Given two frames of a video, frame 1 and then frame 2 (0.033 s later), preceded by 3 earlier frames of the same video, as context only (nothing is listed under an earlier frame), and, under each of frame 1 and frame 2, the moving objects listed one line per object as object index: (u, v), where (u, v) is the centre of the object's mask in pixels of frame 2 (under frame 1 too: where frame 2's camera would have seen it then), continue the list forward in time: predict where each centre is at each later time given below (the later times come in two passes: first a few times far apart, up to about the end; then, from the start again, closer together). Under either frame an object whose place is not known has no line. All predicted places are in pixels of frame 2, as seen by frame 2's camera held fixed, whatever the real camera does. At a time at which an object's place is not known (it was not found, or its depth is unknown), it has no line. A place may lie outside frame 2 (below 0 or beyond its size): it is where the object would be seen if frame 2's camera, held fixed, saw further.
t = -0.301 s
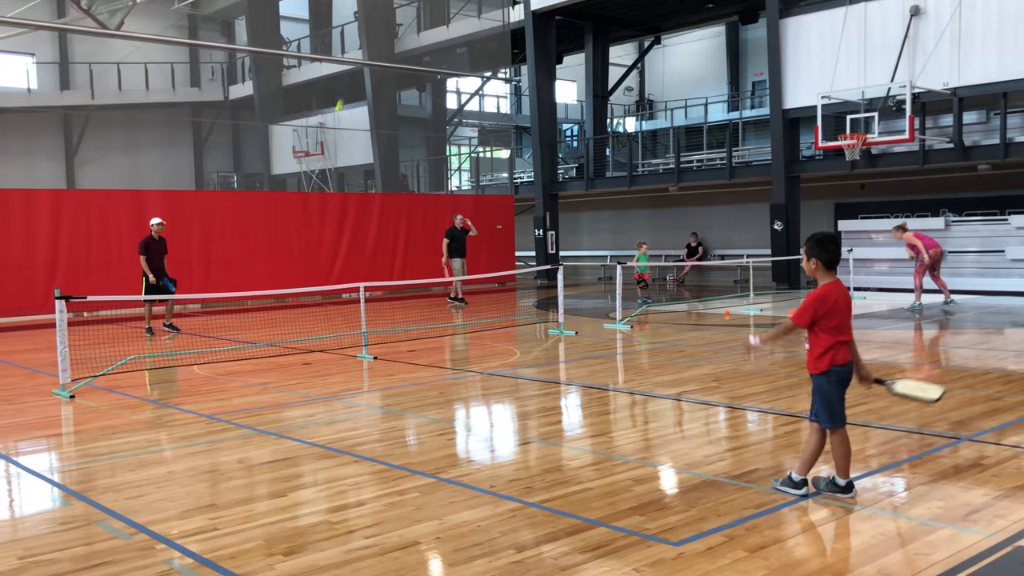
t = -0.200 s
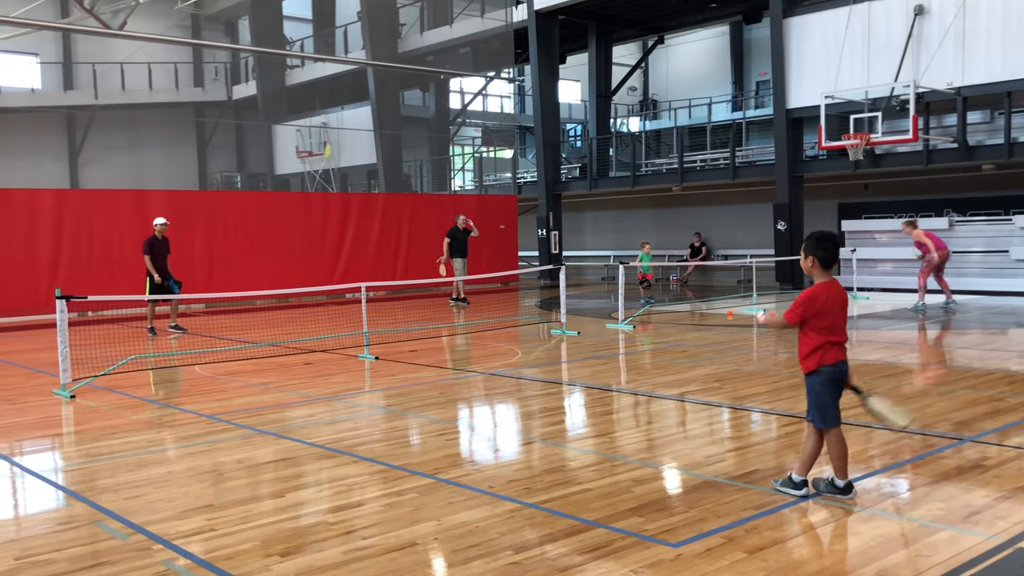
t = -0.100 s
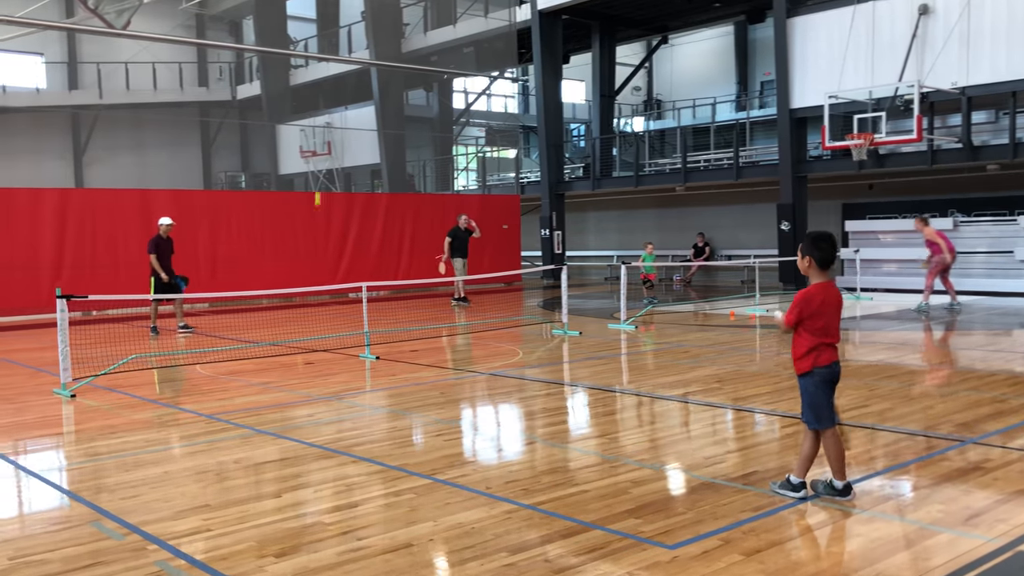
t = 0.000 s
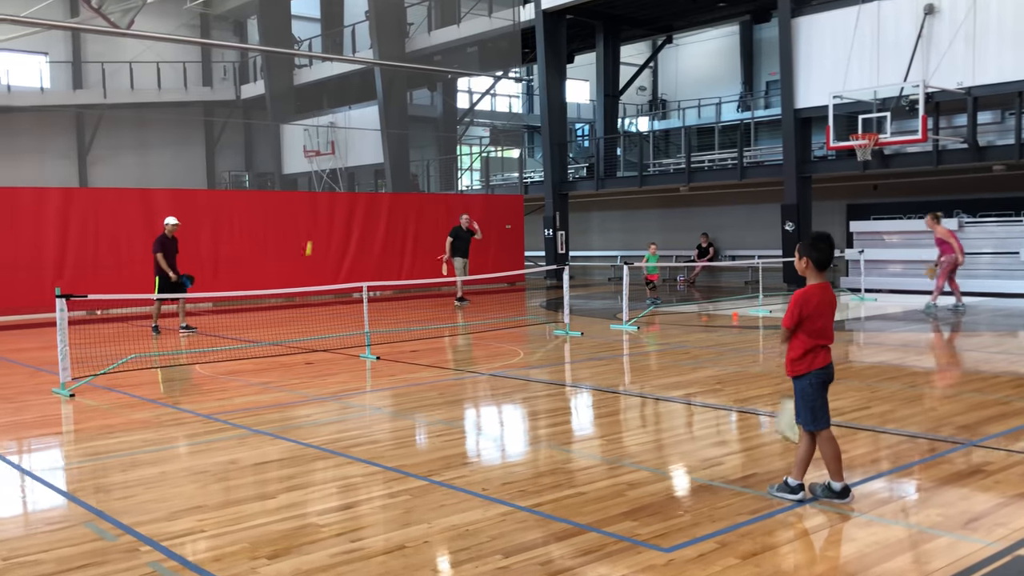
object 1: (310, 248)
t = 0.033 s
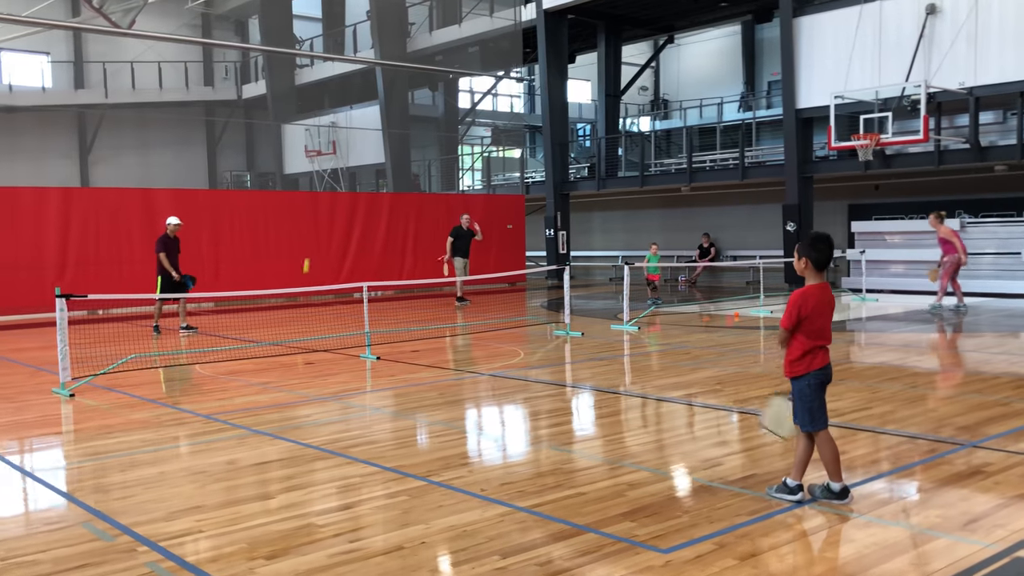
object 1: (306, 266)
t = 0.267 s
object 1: (287, 306)
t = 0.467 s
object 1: (278, 266)
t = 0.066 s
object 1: (303, 282)
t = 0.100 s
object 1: (298, 301)
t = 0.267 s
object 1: (287, 306)
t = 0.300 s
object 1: (285, 298)
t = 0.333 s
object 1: (283, 288)
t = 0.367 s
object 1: (282, 283)
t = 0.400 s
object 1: (281, 276)
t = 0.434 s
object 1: (279, 271)
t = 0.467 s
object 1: (278, 266)
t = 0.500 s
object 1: (277, 262)
